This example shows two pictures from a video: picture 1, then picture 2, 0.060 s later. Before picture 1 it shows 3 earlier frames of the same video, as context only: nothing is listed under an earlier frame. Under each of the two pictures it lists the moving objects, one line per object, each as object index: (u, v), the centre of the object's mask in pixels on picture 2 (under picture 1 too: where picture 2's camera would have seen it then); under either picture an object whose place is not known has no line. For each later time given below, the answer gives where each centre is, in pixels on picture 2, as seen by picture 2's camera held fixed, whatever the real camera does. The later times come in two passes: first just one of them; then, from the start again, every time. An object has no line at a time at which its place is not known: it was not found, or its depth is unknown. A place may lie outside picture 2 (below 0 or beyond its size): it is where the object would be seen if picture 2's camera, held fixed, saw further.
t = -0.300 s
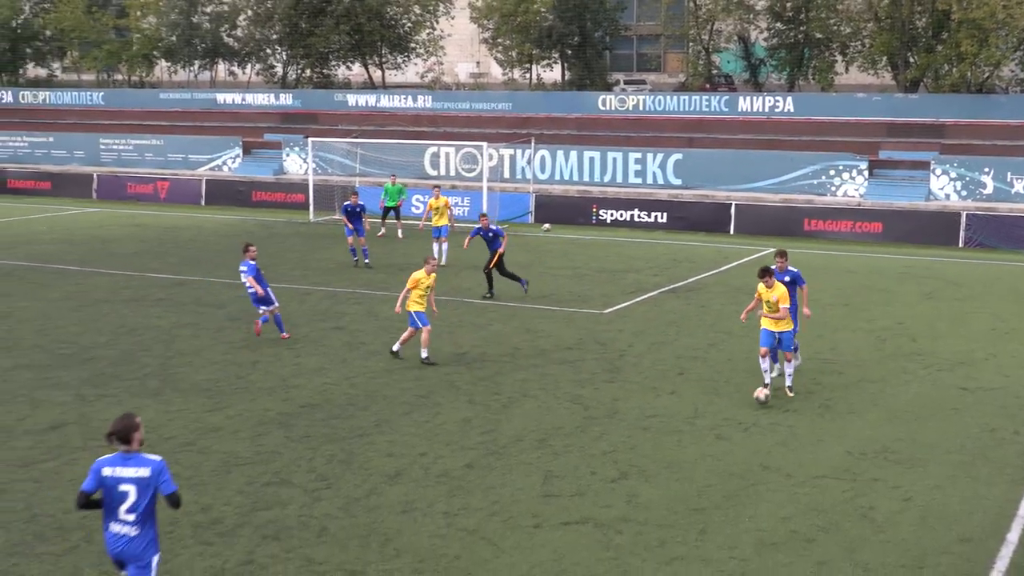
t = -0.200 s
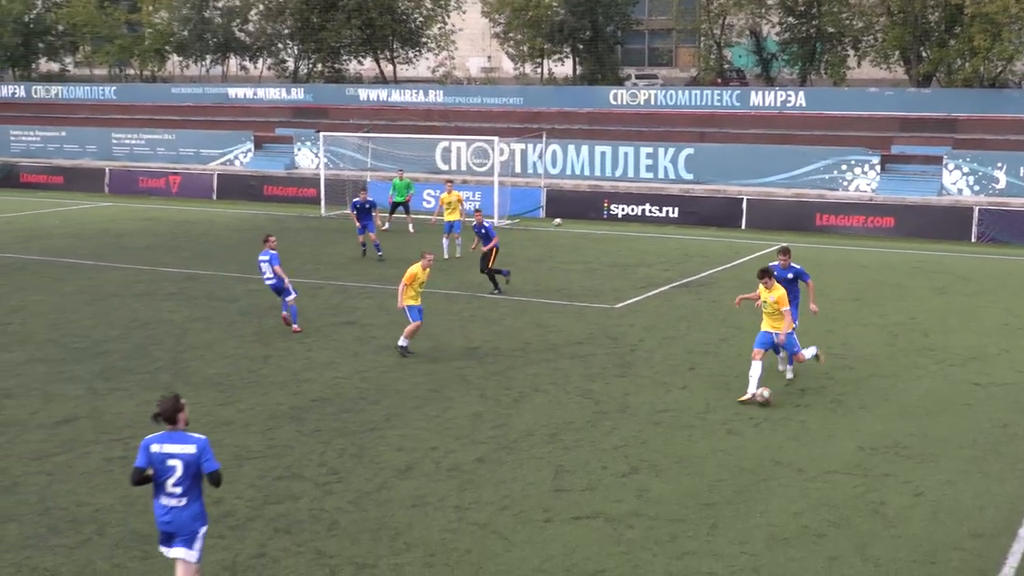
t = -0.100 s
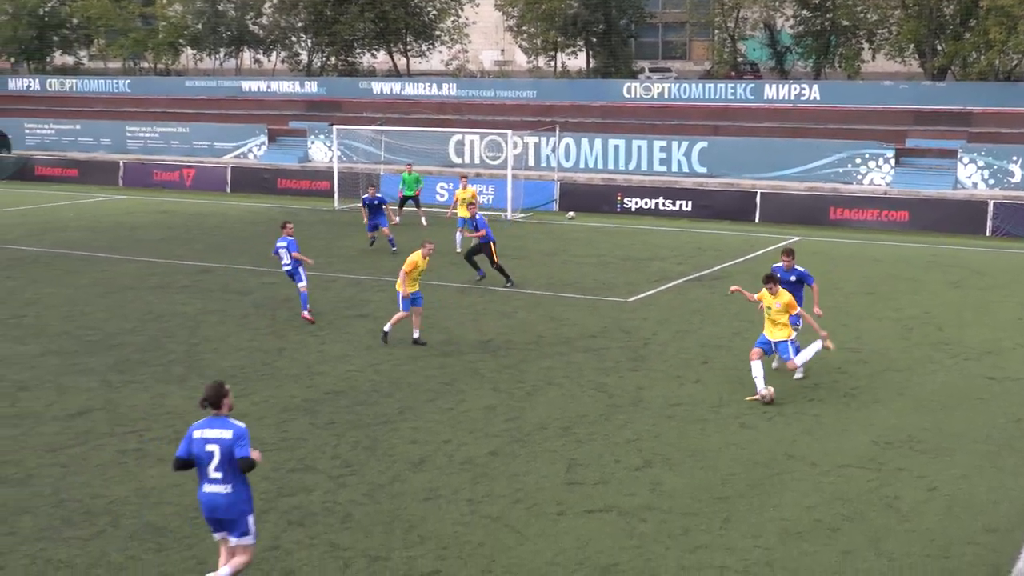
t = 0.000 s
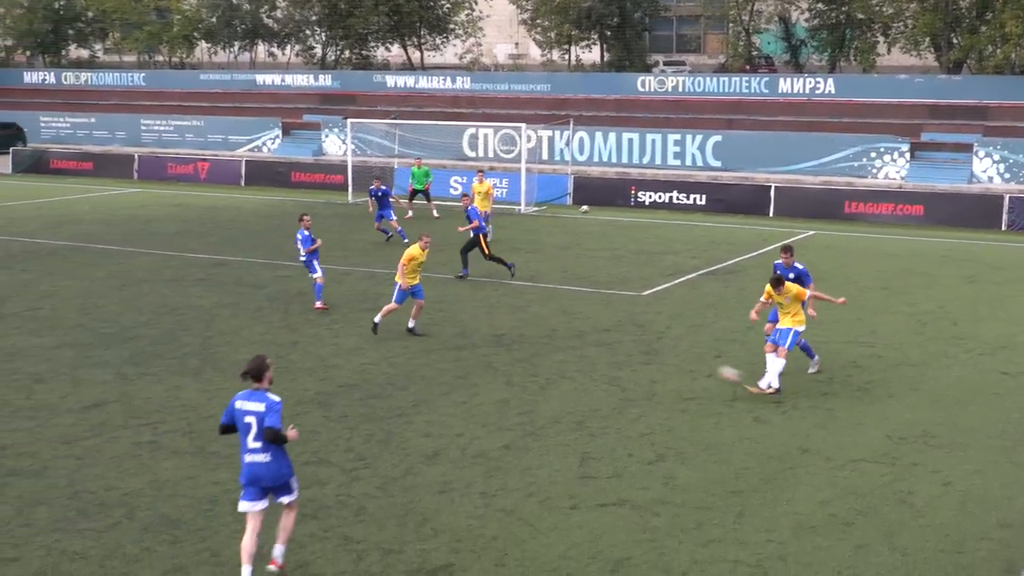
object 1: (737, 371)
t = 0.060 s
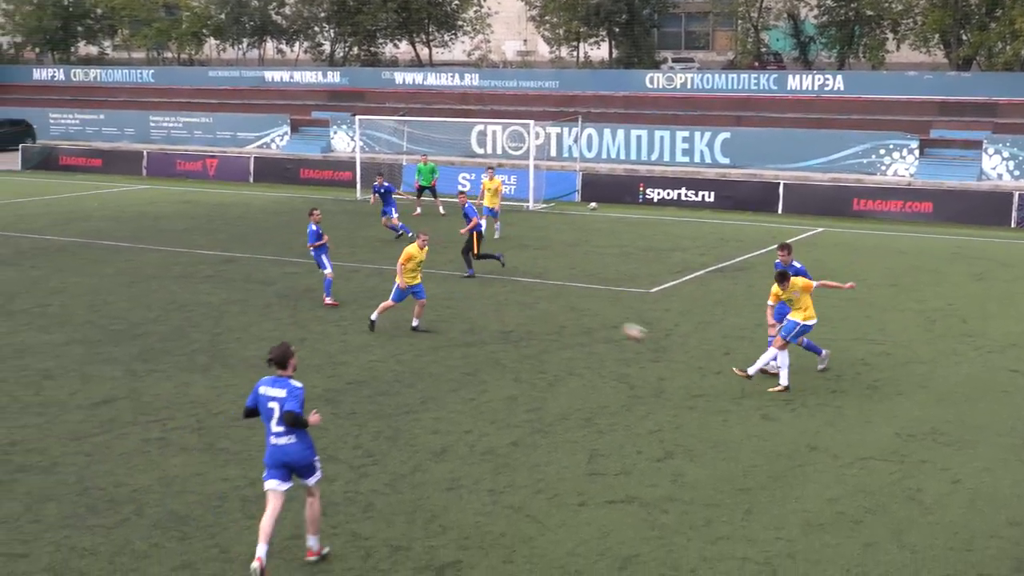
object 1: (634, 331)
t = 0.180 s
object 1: (446, 259)
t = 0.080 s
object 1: (600, 318)
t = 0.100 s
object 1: (568, 306)
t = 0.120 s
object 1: (537, 294)
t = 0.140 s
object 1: (506, 282)
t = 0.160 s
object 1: (475, 270)
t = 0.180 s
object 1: (446, 259)
